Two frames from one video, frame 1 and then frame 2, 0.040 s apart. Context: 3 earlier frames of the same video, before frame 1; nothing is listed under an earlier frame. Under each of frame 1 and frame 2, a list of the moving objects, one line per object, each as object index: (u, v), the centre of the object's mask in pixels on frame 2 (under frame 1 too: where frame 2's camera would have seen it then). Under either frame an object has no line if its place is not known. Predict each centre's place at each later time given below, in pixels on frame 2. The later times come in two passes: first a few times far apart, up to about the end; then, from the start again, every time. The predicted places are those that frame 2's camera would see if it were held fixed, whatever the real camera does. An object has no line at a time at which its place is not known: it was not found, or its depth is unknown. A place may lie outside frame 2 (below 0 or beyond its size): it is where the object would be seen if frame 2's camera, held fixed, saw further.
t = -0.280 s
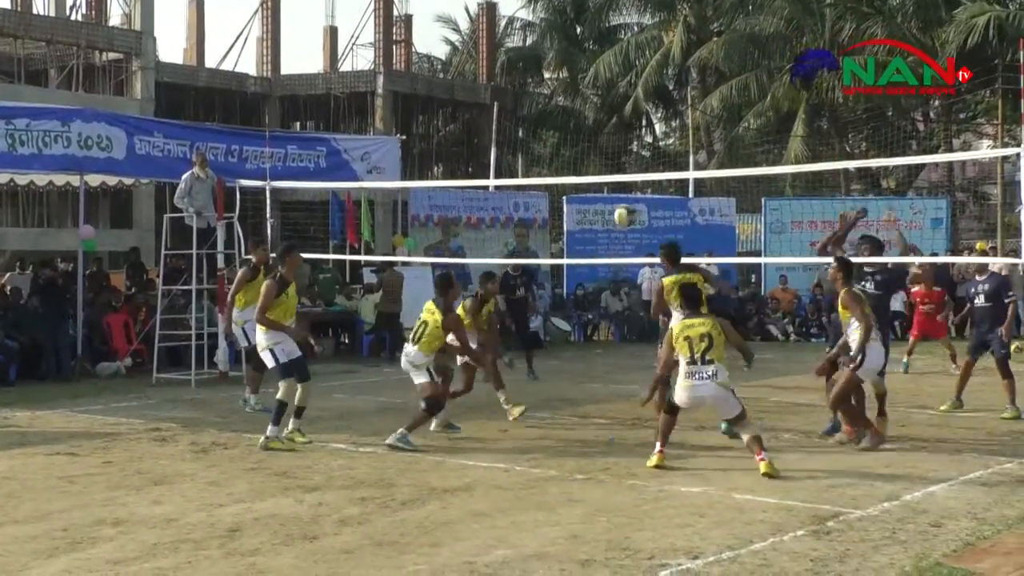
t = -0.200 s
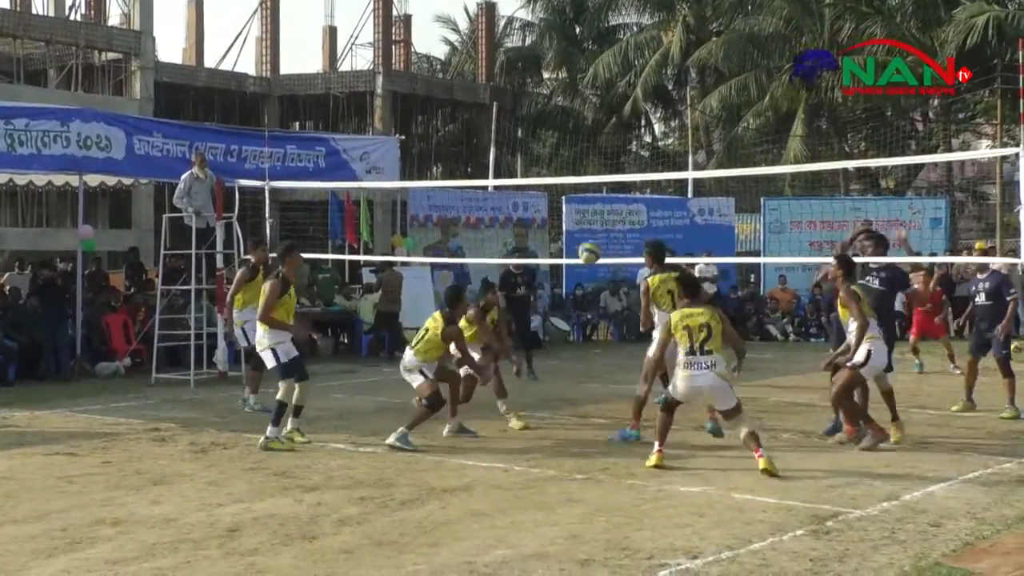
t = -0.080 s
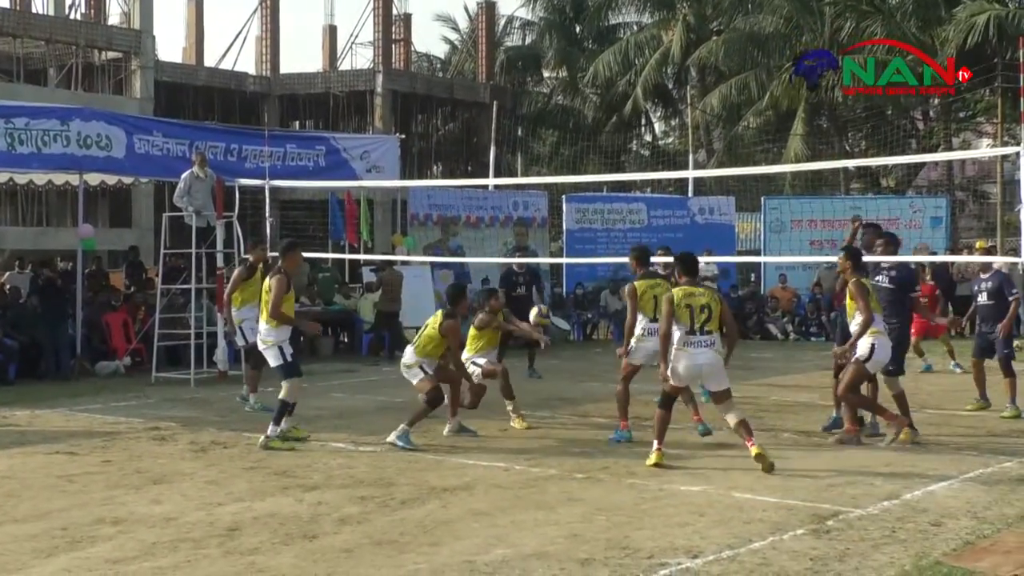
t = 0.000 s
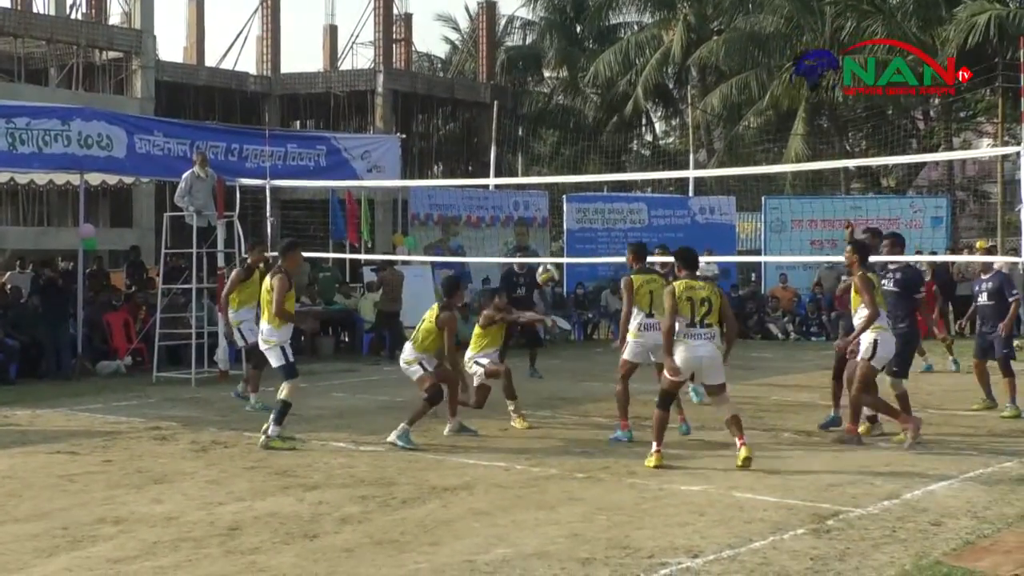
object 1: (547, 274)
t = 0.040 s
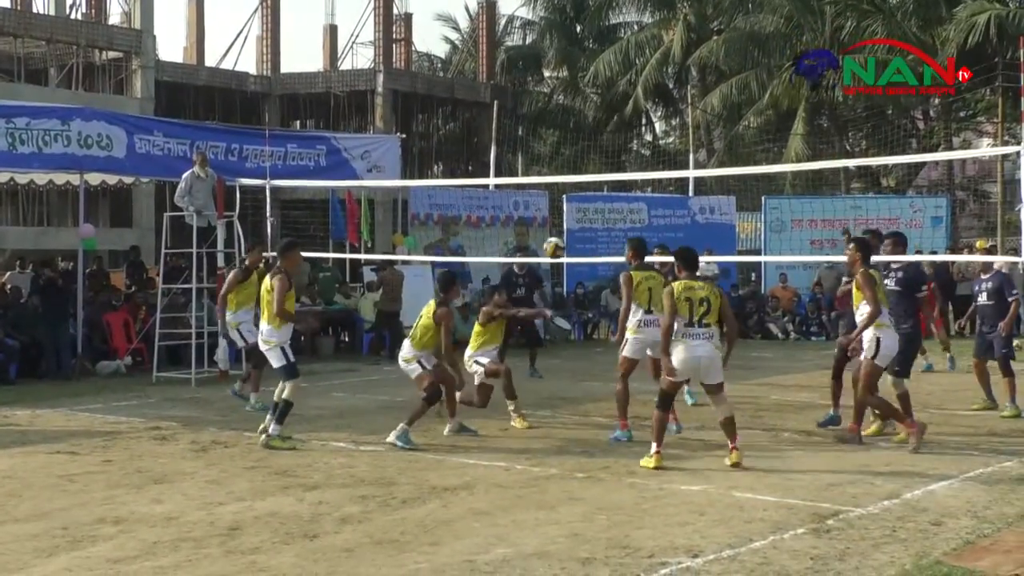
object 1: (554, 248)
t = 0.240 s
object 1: (591, 132)
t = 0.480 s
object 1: (642, 44)
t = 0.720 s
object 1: (697, 18)
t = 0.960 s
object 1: (757, 62)
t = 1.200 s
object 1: (824, 187)
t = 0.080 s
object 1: (561, 222)
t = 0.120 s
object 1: (569, 197)
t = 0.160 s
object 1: (577, 175)
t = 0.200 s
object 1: (584, 153)
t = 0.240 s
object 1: (591, 132)
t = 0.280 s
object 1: (600, 116)
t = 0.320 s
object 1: (609, 97)
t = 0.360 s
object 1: (616, 83)
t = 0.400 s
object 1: (625, 69)
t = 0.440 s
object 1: (633, 56)
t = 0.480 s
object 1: (642, 44)
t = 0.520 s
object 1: (651, 35)
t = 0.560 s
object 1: (660, 30)
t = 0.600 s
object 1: (669, 24)
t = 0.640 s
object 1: (680, 21)
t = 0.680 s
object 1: (688, 19)
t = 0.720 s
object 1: (697, 18)
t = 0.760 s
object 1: (706, 21)
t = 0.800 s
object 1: (717, 25)
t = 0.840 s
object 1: (725, 31)
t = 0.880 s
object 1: (737, 39)
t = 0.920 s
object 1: (747, 50)
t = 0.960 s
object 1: (757, 62)
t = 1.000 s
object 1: (767, 77)
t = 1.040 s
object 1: (777, 93)
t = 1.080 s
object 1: (789, 113)
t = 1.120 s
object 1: (800, 135)
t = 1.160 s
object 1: (812, 160)
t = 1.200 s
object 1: (824, 187)
